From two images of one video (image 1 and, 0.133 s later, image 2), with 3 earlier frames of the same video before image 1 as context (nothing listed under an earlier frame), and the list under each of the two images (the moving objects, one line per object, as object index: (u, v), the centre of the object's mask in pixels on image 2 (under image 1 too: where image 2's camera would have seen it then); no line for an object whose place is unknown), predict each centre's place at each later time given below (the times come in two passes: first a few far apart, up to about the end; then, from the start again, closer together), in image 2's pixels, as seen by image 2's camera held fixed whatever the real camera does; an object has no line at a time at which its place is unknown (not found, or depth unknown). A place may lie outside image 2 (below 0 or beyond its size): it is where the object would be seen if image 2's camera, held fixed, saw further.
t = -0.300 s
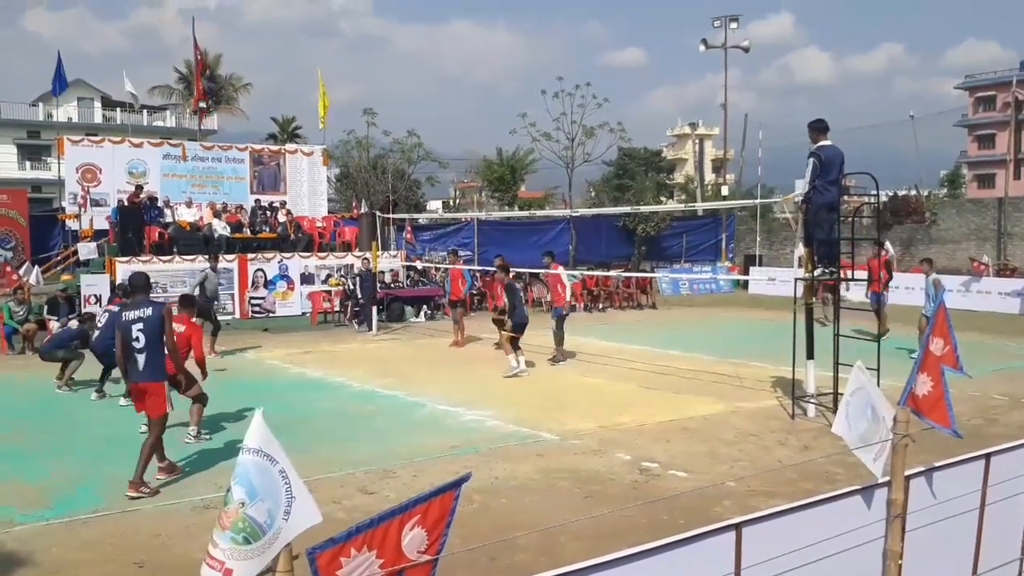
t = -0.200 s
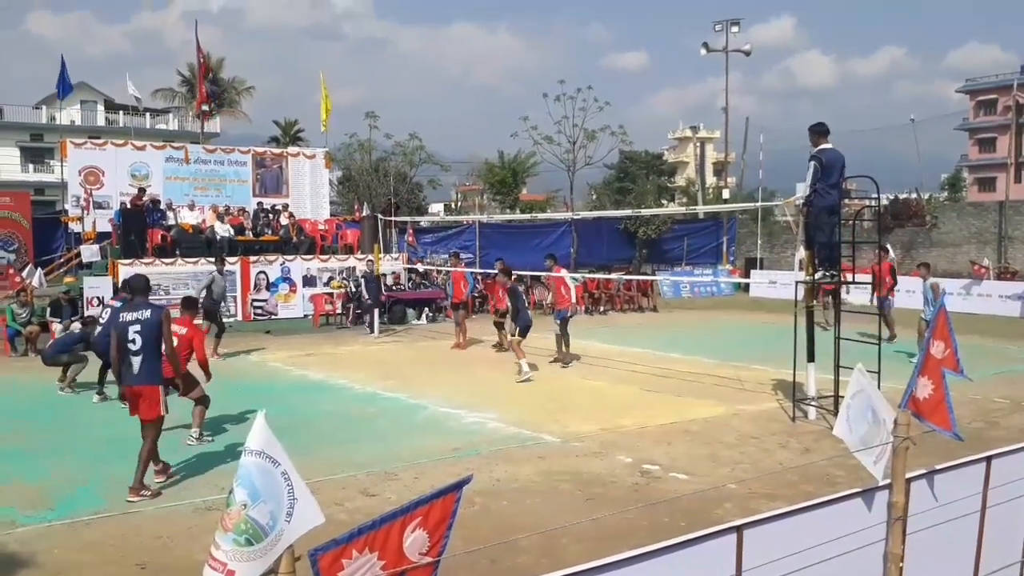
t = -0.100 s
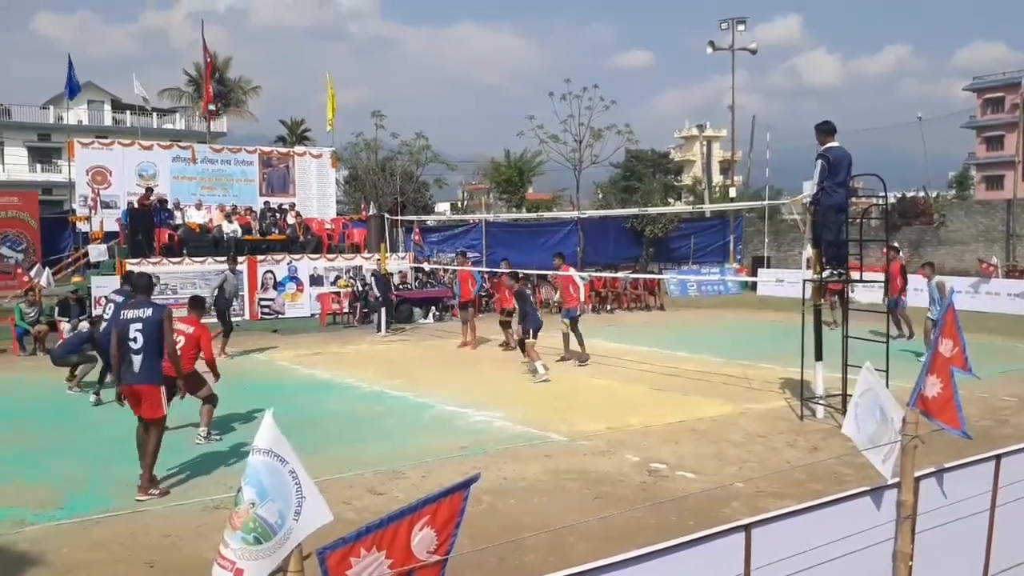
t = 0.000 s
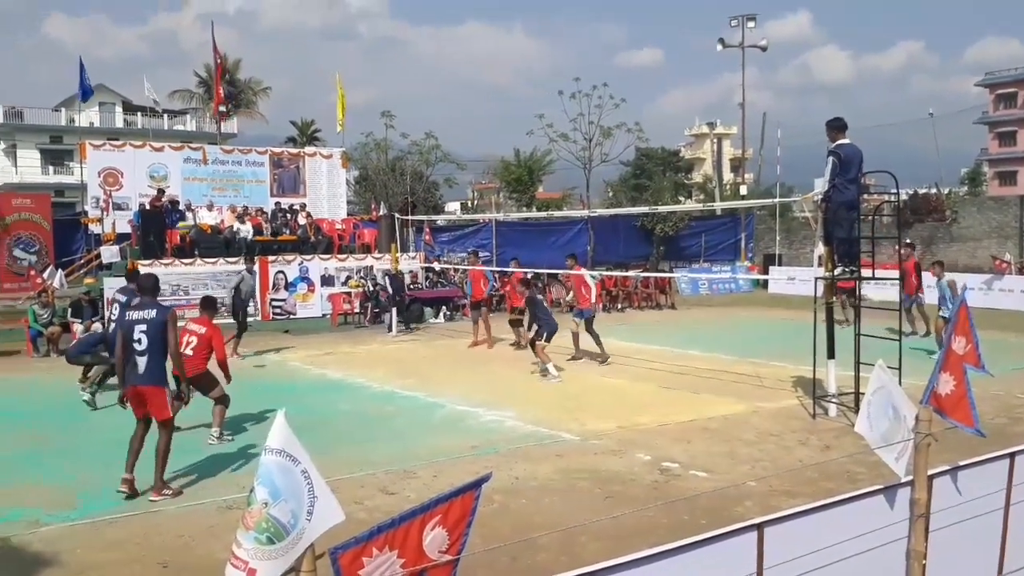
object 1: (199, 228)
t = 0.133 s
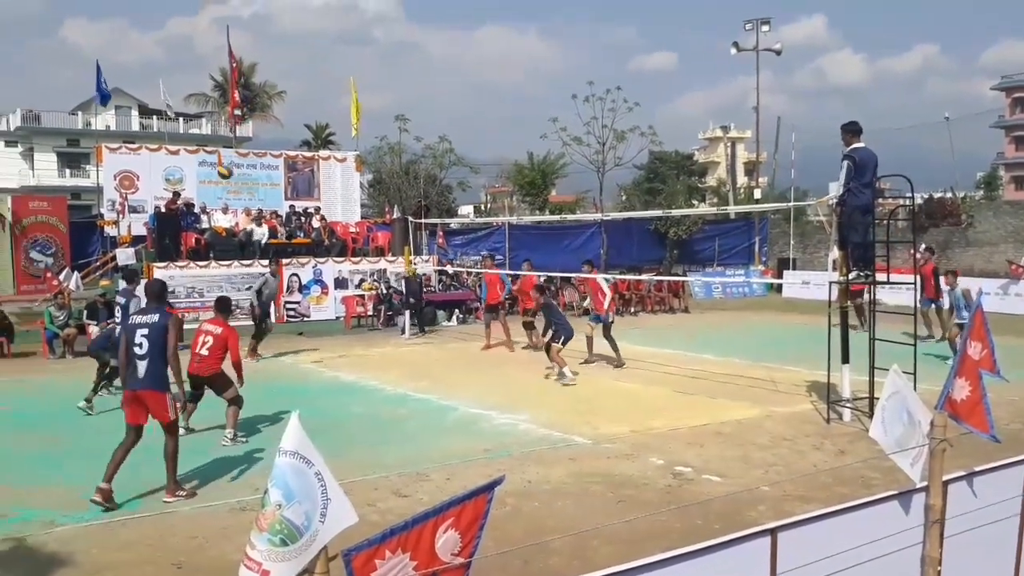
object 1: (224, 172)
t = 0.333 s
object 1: (263, 105)
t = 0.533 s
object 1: (303, 66)
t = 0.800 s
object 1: (358, 58)
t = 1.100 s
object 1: (422, 112)
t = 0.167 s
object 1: (232, 160)
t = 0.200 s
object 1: (237, 147)
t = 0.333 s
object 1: (263, 105)
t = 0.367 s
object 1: (270, 98)
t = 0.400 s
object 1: (278, 89)
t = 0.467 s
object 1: (290, 76)
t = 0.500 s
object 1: (297, 71)
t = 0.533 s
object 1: (303, 66)
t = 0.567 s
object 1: (310, 62)
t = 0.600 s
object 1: (317, 59)
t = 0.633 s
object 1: (324, 58)
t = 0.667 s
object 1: (332, 56)
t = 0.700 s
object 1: (338, 55)
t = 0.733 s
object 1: (344, 55)
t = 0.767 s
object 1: (351, 56)
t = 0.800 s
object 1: (358, 58)
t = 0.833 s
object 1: (365, 61)
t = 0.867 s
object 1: (372, 64)
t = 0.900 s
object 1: (379, 68)
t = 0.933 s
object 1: (386, 74)
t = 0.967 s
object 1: (393, 80)
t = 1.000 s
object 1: (400, 86)
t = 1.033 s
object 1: (407, 94)
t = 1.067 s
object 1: (414, 102)
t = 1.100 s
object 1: (422, 112)
